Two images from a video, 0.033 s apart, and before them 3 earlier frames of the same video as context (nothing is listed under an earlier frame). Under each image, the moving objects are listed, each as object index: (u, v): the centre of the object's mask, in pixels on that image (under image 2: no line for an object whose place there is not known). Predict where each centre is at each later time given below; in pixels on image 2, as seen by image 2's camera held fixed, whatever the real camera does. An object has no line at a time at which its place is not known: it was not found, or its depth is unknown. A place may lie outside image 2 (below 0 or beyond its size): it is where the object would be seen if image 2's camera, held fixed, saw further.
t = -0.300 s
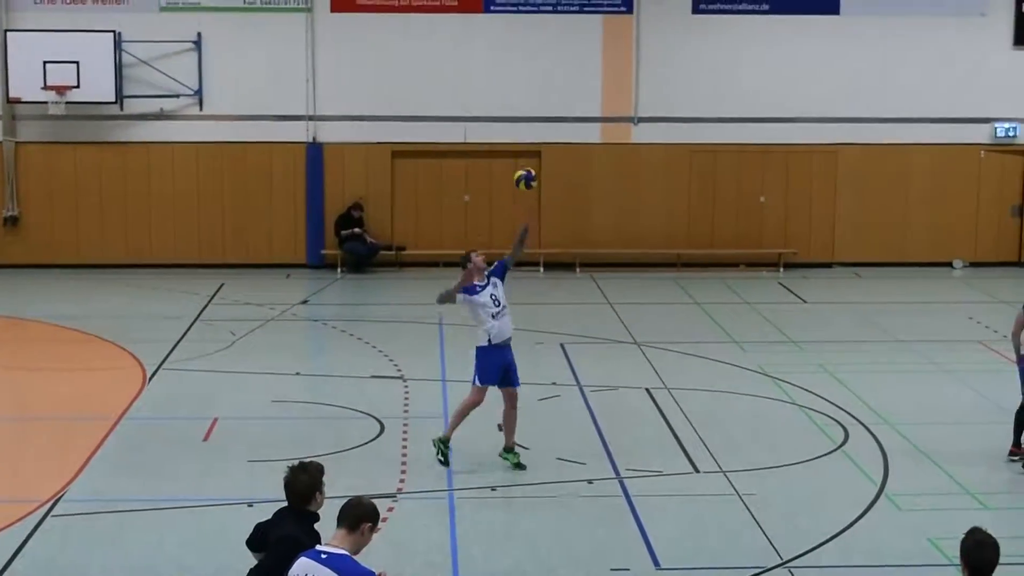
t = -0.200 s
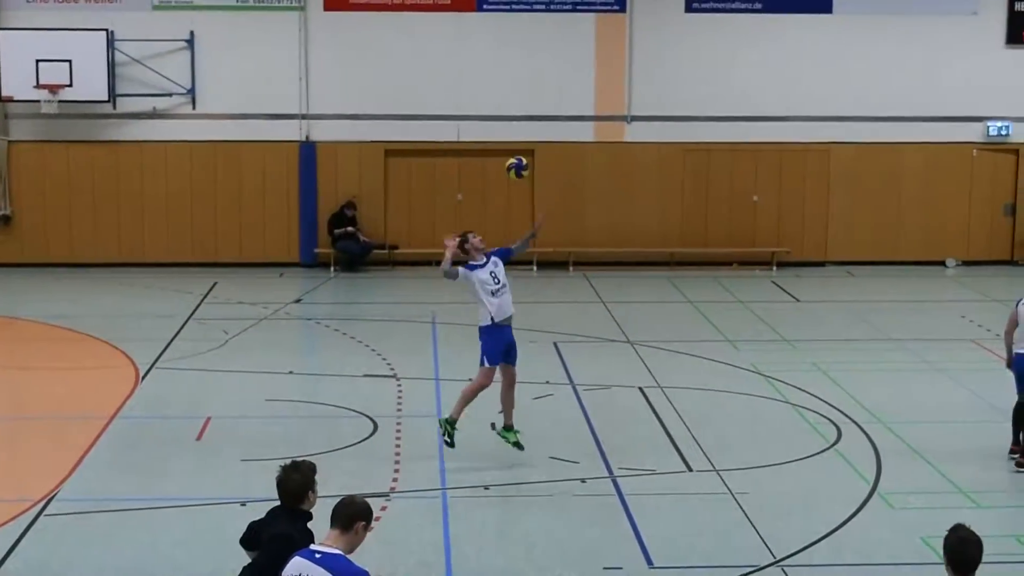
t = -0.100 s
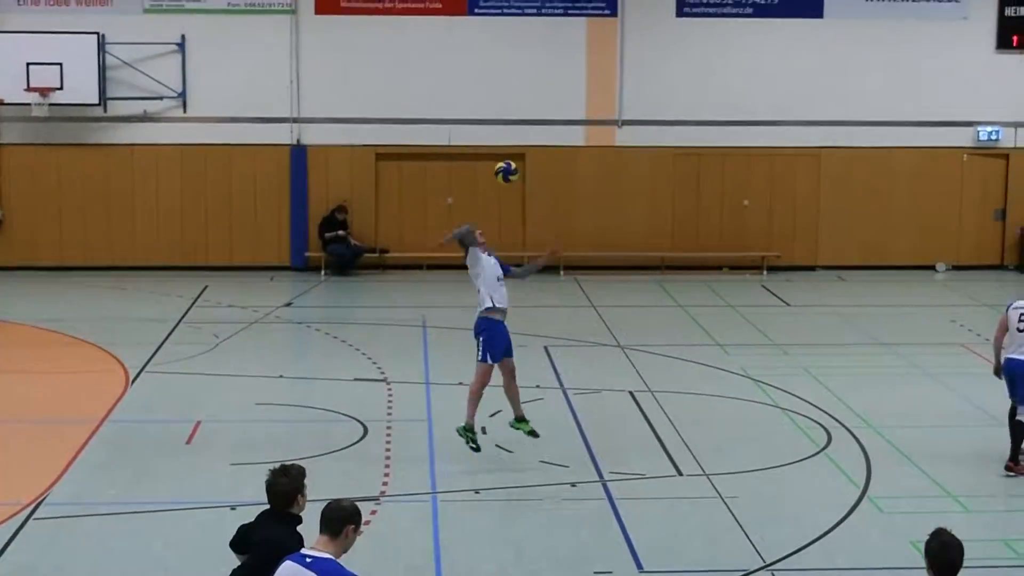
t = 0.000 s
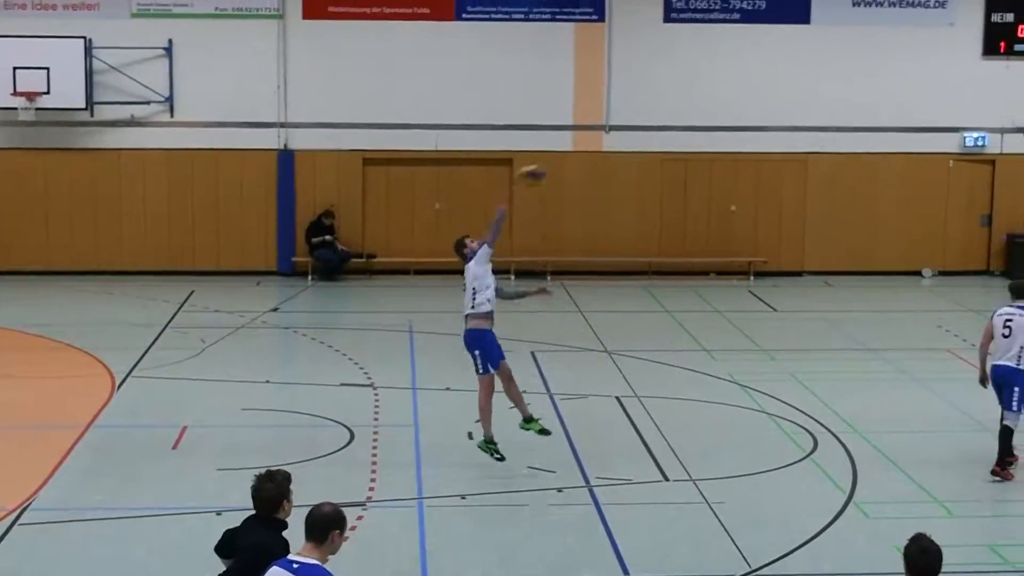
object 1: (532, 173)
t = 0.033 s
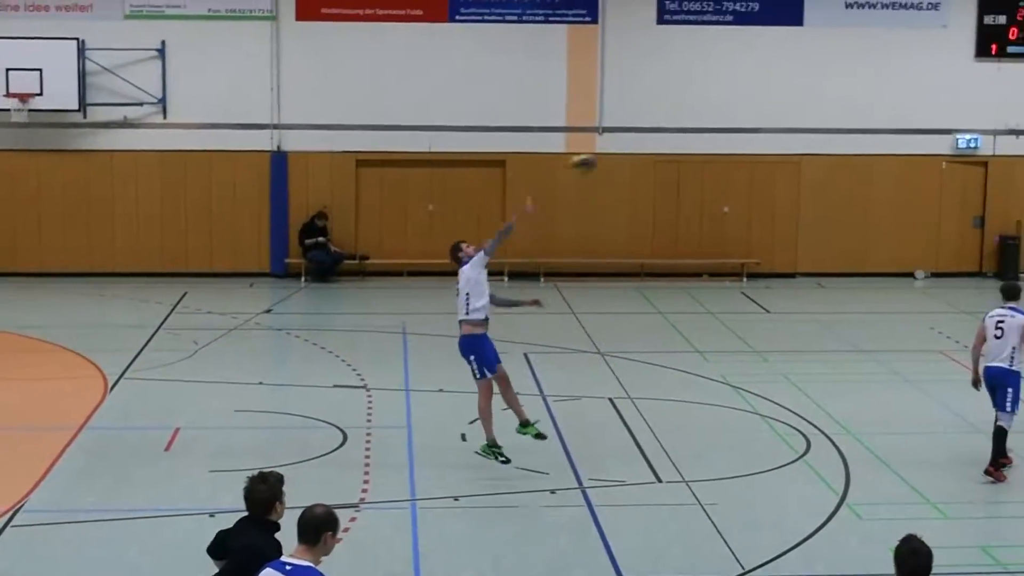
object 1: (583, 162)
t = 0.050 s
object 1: (613, 156)
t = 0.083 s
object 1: (668, 146)
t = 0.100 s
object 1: (695, 143)
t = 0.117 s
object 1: (722, 137)
